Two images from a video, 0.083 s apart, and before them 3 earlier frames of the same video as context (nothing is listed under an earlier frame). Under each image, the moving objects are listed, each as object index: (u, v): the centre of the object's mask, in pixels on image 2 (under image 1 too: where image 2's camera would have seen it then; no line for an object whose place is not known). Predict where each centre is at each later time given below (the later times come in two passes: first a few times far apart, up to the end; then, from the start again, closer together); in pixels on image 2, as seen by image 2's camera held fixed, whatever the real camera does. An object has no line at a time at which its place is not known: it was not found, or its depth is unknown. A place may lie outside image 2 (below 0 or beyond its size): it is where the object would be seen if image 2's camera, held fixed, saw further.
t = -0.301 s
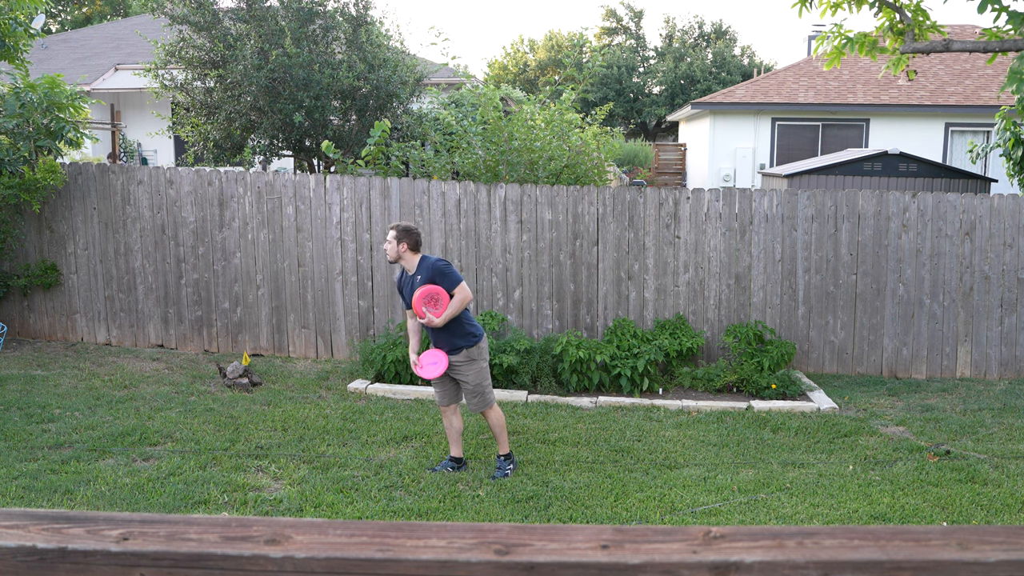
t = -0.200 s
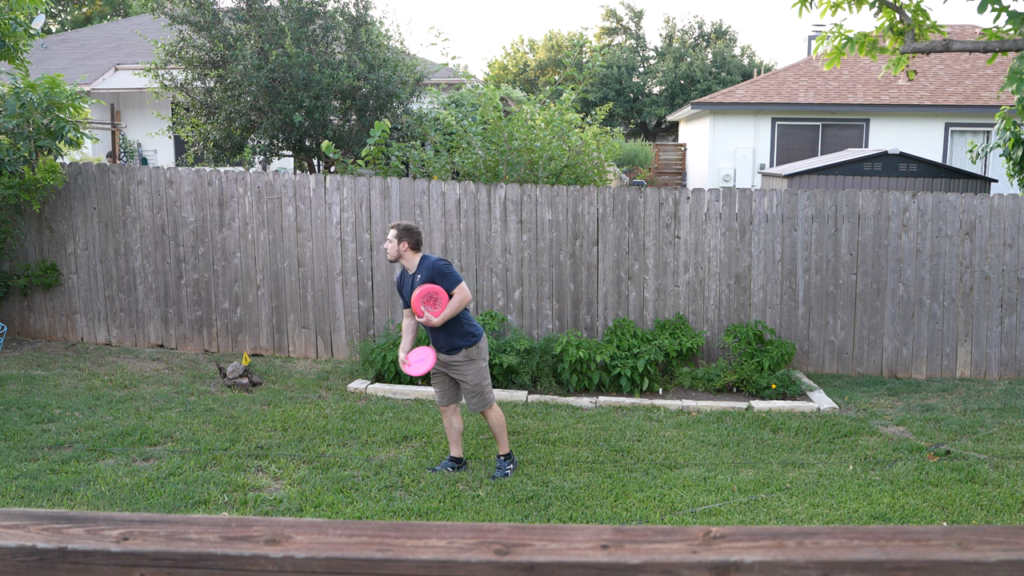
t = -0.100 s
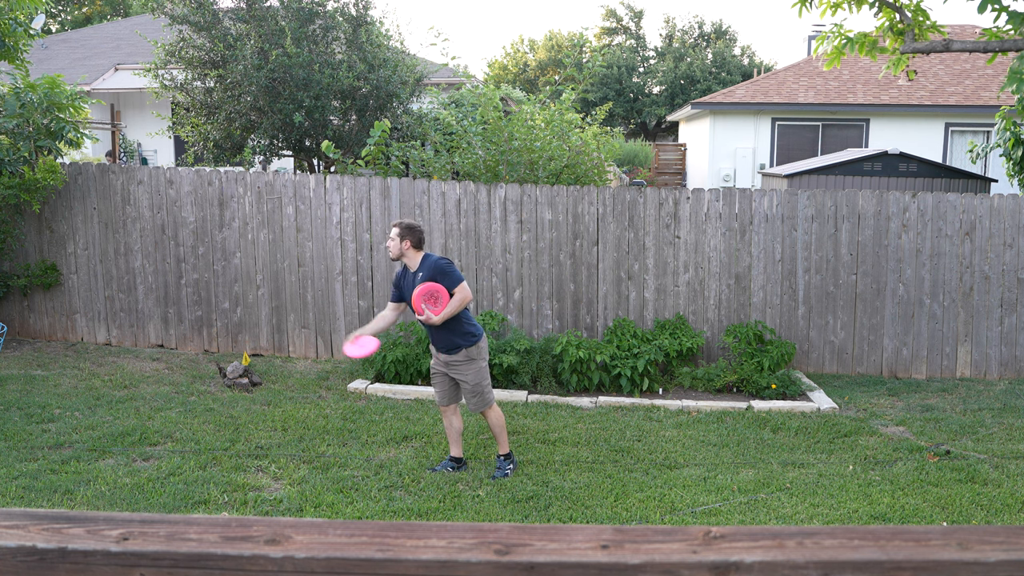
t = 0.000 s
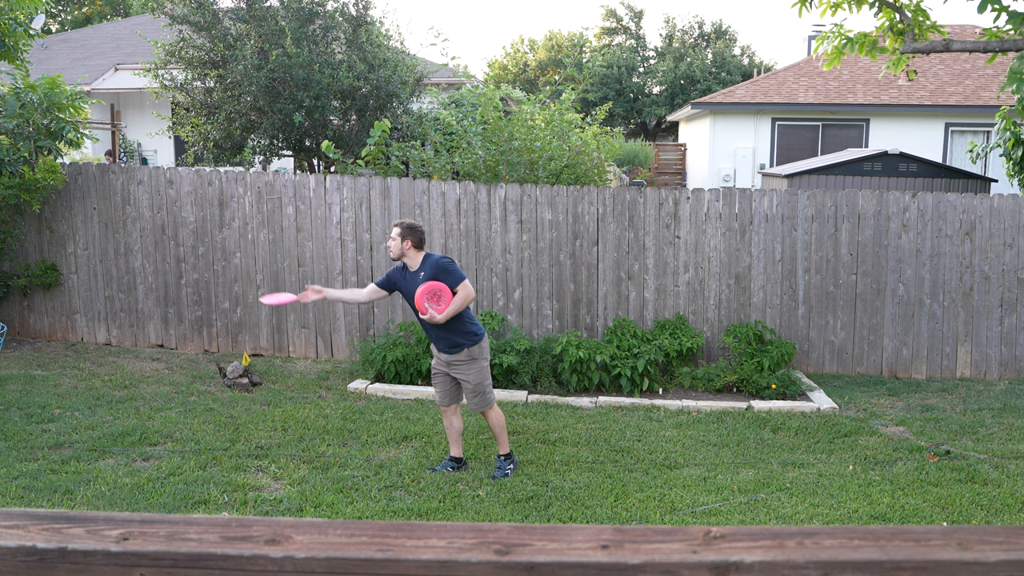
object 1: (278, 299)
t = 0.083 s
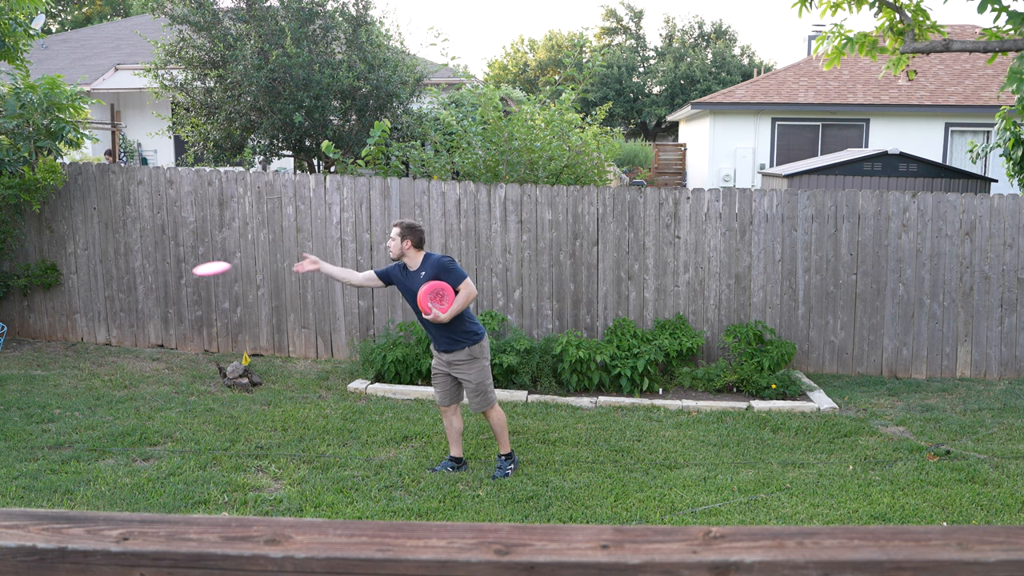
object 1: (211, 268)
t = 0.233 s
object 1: (97, 247)
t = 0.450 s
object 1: (9, 273)
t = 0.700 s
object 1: (34, 387)
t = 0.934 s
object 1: (58, 481)
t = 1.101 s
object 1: (64, 483)
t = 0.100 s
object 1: (198, 264)
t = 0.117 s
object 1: (185, 260)
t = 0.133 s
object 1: (172, 256)
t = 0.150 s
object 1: (159, 254)
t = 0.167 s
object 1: (147, 251)
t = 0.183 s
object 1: (134, 249)
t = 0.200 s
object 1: (121, 248)
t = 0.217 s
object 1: (110, 247)
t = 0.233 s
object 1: (97, 247)
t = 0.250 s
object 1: (85, 246)
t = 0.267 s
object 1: (73, 247)
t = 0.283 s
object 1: (60, 247)
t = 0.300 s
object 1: (49, 249)
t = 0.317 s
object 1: (37, 250)
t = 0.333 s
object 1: (25, 252)
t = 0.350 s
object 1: (15, 255)
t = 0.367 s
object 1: (9, 256)
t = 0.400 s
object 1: (7, 262)
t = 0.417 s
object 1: (7, 265)
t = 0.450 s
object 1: (9, 273)
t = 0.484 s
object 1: (11, 283)
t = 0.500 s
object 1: (12, 288)
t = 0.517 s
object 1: (13, 295)
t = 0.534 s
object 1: (14, 301)
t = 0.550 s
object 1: (16, 308)
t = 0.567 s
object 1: (17, 316)
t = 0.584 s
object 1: (19, 323)
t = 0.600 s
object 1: (21, 331)
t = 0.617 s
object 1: (23, 340)
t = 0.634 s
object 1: (25, 348)
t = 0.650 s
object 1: (27, 357)
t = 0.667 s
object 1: (29, 367)
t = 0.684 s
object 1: (32, 376)
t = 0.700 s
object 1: (34, 387)
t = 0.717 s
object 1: (36, 398)
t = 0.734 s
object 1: (38, 409)
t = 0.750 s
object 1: (40, 420)
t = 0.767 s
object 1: (43, 432)
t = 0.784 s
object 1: (45, 444)
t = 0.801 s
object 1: (47, 457)
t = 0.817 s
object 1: (49, 470)
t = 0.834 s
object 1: (51, 480)
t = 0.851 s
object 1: (53, 487)
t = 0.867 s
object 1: (55, 488)
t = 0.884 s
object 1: (56, 486)
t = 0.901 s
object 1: (57, 484)
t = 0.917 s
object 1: (57, 483)
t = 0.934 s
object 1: (58, 481)
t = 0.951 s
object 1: (58, 480)
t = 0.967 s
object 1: (59, 479)
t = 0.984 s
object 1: (59, 479)
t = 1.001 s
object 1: (60, 479)
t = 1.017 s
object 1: (60, 479)
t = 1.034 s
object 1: (61, 480)
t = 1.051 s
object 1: (61, 481)
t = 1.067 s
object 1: (62, 482)
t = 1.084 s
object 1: (63, 483)
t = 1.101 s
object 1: (64, 483)
